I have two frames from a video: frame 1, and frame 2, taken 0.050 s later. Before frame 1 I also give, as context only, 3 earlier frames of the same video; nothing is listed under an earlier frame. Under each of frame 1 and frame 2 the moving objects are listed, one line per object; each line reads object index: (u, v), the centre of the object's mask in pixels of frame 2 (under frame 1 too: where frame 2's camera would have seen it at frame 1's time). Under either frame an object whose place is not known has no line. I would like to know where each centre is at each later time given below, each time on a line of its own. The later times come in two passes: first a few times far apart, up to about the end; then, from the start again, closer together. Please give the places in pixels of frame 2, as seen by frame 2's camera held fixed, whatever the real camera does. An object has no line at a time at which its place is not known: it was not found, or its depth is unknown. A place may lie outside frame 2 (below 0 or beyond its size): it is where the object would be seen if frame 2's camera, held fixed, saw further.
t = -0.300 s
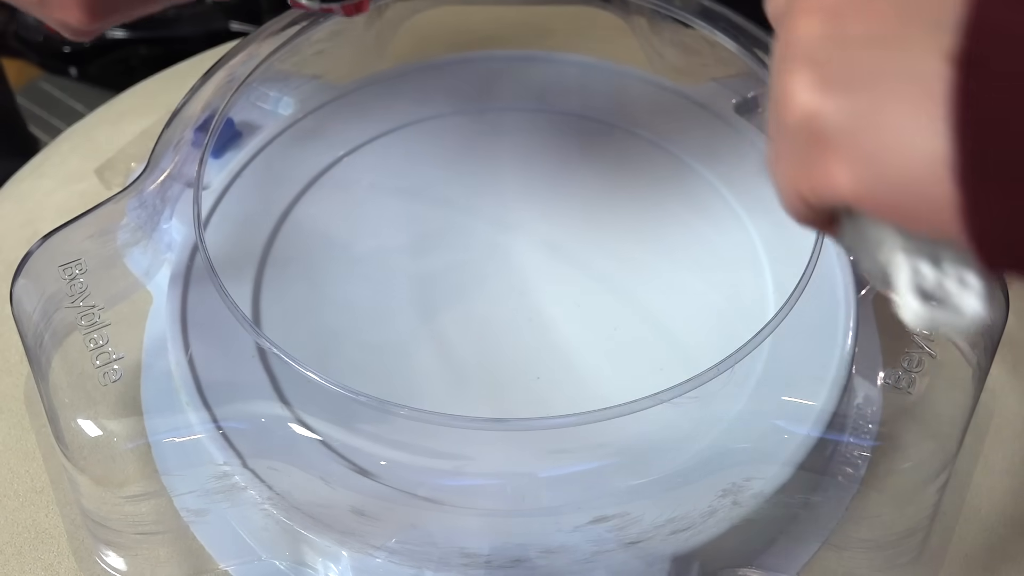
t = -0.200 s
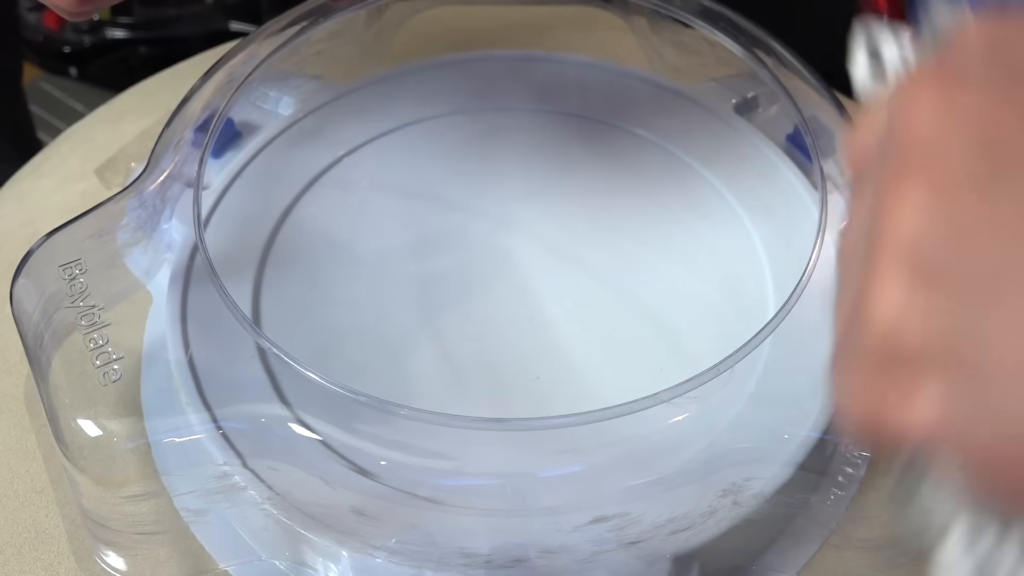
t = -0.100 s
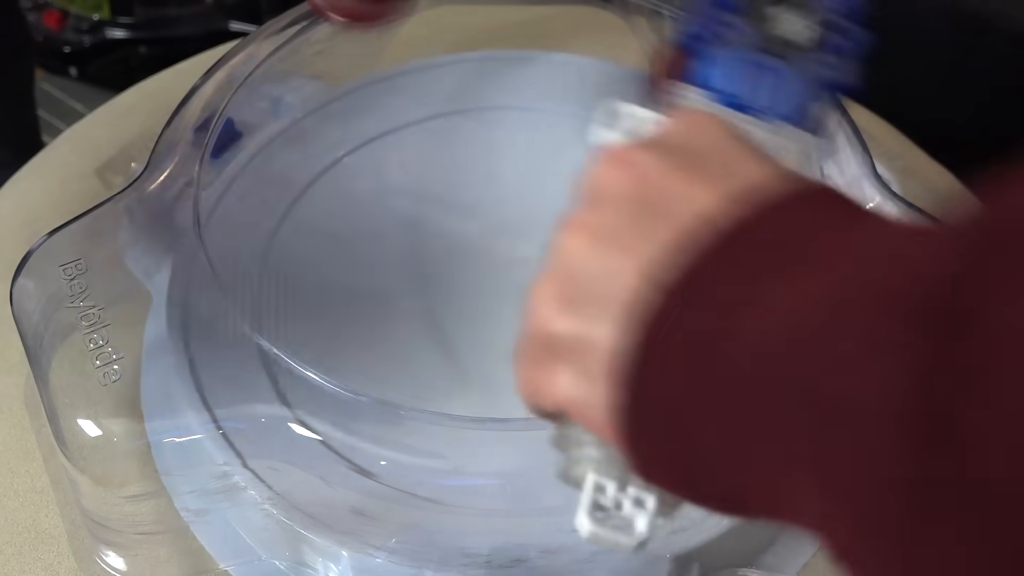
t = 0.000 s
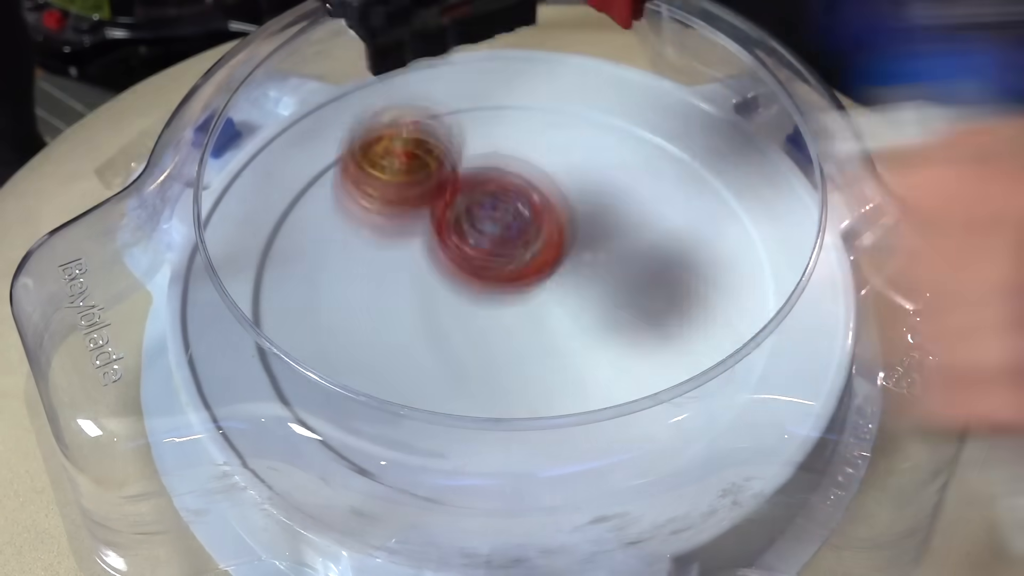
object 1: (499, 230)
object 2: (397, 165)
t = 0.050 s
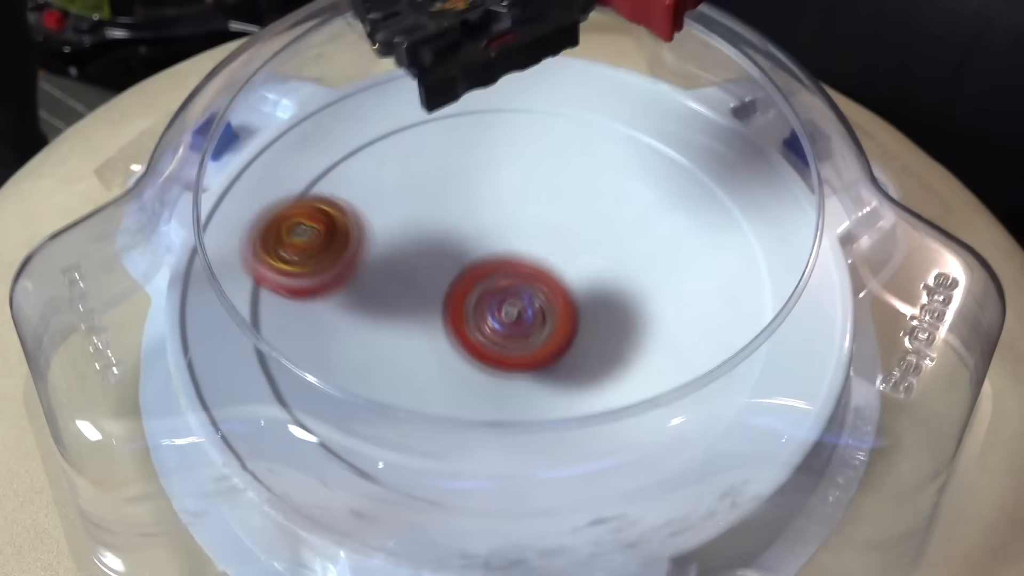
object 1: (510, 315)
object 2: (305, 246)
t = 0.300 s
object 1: (635, 287)
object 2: (268, 317)
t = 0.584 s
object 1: (630, 117)
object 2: (563, 255)
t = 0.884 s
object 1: (429, 195)
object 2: (590, 308)
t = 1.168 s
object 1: (570, 320)
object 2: (333, 376)
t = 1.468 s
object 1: (687, 192)
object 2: (503, 80)
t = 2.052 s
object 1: (600, 325)
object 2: (261, 258)
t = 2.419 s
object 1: (549, 278)
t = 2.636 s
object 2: (609, 96)
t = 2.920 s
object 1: (532, 364)
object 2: (267, 255)
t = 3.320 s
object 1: (411, 283)
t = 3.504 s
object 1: (541, 287)
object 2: (440, 47)
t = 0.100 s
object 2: (237, 235)
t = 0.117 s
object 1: (547, 273)
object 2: (214, 236)
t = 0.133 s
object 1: (559, 273)
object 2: (195, 247)
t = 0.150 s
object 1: (570, 278)
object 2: (192, 268)
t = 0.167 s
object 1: (579, 283)
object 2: (193, 277)
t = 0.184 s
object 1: (587, 293)
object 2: (197, 284)
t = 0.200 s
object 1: (595, 299)
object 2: (202, 289)
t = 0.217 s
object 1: (603, 293)
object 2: (209, 296)
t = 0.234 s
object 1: (609, 292)
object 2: (218, 301)
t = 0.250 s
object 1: (617, 294)
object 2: (225, 308)
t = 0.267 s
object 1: (624, 295)
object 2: (240, 308)
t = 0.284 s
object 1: (630, 290)
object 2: (253, 311)
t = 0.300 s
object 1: (635, 287)
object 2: (268, 317)
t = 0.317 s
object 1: (641, 283)
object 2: (284, 316)
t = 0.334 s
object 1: (646, 276)
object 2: (305, 314)
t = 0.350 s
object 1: (652, 268)
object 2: (319, 318)
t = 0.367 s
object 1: (657, 260)
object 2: (335, 321)
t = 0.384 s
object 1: (661, 251)
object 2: (354, 321)
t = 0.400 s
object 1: (666, 241)
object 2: (375, 319)
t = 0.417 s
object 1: (669, 230)
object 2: (395, 315)
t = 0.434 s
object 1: (673, 217)
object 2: (416, 311)
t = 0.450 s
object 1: (674, 205)
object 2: (436, 306)
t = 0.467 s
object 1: (675, 191)
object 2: (456, 300)
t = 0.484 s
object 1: (674, 177)
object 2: (474, 294)
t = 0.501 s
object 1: (671, 166)
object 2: (492, 287)
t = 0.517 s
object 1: (666, 153)
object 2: (509, 280)
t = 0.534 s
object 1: (660, 144)
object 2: (524, 273)
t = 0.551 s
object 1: (651, 133)
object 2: (538, 266)
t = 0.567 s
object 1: (641, 125)
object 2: (551, 260)
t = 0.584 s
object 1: (630, 117)
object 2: (563, 255)
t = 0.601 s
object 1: (618, 111)
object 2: (573, 249)
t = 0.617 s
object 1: (607, 107)
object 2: (583, 246)
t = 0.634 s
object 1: (592, 104)
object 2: (592, 242)
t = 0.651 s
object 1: (579, 101)
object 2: (599, 240)
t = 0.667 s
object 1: (565, 99)
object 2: (606, 238)
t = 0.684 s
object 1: (548, 98)
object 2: (612, 238)
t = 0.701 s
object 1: (533, 99)
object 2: (617, 238)
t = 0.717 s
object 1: (517, 102)
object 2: (620, 240)
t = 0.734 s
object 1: (503, 106)
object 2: (623, 242)
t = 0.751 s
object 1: (489, 112)
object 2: (625, 246)
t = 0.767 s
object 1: (476, 119)
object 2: (626, 250)
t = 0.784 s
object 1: (464, 127)
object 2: (625, 256)
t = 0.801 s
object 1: (453, 137)
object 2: (623, 262)
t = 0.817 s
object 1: (446, 147)
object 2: (620, 270)
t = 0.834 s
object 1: (439, 157)
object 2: (615, 278)
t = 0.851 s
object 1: (434, 168)
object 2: (608, 288)
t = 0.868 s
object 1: (431, 181)
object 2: (600, 298)
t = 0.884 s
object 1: (429, 195)
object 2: (590, 308)
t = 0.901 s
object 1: (429, 209)
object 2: (577, 319)
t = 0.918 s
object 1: (431, 223)
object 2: (561, 330)
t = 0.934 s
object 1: (434, 238)
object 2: (544, 341)
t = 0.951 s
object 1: (438, 251)
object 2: (524, 350)
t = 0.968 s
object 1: (441, 266)
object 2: (503, 358)
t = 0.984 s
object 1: (445, 271)
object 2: (483, 364)
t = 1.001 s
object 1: (450, 274)
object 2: (462, 371)
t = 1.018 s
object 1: (457, 278)
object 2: (443, 388)
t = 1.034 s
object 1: (463, 285)
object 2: (423, 398)
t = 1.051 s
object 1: (471, 291)
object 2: (402, 409)
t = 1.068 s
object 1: (482, 295)
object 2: (380, 419)
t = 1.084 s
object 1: (493, 302)
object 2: (359, 425)
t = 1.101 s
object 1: (506, 307)
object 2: (340, 427)
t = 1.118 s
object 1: (521, 311)
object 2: (333, 414)
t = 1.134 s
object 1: (537, 316)
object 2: (332, 398)
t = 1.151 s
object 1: (553, 317)
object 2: (334, 383)
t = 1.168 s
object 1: (570, 320)
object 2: (333, 376)
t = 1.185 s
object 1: (587, 320)
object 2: (334, 359)
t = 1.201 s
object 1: (603, 316)
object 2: (340, 339)
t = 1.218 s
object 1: (621, 313)
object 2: (337, 329)
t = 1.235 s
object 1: (635, 309)
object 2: (337, 314)
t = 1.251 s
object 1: (647, 304)
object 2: (340, 297)
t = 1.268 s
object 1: (660, 298)
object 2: (342, 279)
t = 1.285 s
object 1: (671, 291)
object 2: (344, 260)
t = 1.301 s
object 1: (680, 283)
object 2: (347, 240)
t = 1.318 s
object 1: (688, 274)
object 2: (352, 218)
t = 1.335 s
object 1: (695, 265)
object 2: (360, 197)
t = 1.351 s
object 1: (701, 256)
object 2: (370, 177)
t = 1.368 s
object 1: (705, 245)
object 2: (384, 157)
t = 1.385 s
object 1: (707, 236)
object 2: (399, 139)
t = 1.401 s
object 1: (708, 226)
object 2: (416, 122)
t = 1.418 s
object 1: (705, 215)
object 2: (436, 106)
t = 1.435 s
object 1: (702, 207)
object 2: (456, 92)
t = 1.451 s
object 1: (696, 200)
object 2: (477, 81)
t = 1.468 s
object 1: (687, 192)
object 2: (503, 80)
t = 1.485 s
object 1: (678, 187)
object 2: (528, 85)
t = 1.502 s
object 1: (668, 185)
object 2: (555, 92)
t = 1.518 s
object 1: (655, 183)
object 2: (583, 99)
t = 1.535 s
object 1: (647, 189)
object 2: (605, 93)
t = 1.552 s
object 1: (642, 198)
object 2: (625, 85)
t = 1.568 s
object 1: (635, 211)
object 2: (644, 81)
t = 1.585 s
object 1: (628, 223)
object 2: (663, 78)
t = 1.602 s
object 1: (622, 233)
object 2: (680, 85)
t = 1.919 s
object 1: (580, 329)
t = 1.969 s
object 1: (593, 334)
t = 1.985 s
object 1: (596, 334)
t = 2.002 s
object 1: (598, 334)
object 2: (279, 361)
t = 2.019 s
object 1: (599, 330)
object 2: (269, 325)
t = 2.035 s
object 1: (600, 328)
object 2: (272, 287)
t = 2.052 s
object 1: (600, 325)
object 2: (261, 258)
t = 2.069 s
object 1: (599, 321)
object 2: (270, 223)
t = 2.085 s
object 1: (599, 318)
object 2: (285, 190)
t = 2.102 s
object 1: (600, 315)
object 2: (315, 161)
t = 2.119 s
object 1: (600, 312)
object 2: (345, 134)
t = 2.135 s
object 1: (599, 309)
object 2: (382, 113)
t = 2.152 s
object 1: (598, 306)
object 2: (425, 98)
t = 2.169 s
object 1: (598, 304)
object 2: (471, 88)
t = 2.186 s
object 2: (519, 85)
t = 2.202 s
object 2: (569, 89)
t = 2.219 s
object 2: (616, 100)
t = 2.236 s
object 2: (659, 120)
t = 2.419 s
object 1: (549, 278)
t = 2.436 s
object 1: (542, 279)
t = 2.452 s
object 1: (534, 281)
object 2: (295, 373)
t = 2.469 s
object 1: (526, 283)
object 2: (277, 324)
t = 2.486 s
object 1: (520, 285)
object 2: (272, 278)
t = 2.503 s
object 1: (516, 286)
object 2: (272, 234)
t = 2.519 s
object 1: (511, 288)
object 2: (288, 194)
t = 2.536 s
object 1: (507, 289)
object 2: (321, 157)
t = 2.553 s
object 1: (506, 289)
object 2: (360, 126)
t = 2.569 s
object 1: (505, 291)
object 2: (404, 103)
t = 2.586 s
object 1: (505, 292)
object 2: (454, 89)
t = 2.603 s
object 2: (508, 82)
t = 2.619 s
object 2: (560, 86)
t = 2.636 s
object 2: (609, 96)
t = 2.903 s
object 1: (525, 365)
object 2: (270, 296)
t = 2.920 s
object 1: (532, 364)
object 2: (267, 255)
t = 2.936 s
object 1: (540, 363)
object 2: (276, 215)
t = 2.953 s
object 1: (546, 360)
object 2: (299, 175)
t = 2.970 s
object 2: (332, 144)
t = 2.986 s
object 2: (370, 117)
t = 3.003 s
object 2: (412, 96)
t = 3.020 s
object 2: (461, 85)
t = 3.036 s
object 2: (509, 80)
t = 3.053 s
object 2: (559, 82)
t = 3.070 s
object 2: (609, 93)
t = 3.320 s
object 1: (411, 283)
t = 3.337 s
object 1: (405, 286)
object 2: (279, 332)
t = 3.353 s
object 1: (398, 290)
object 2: (268, 290)
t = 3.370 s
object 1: (416, 293)
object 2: (252, 243)
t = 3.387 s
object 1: (437, 295)
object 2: (225, 201)
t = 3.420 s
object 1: (477, 297)
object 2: (276, 148)
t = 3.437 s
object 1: (493, 296)
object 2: (311, 125)
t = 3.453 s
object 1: (506, 294)
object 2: (343, 103)
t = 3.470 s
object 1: (518, 292)
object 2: (375, 82)
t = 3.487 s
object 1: (530, 290)
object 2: (408, 64)
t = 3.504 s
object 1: (541, 287)
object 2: (440, 47)
